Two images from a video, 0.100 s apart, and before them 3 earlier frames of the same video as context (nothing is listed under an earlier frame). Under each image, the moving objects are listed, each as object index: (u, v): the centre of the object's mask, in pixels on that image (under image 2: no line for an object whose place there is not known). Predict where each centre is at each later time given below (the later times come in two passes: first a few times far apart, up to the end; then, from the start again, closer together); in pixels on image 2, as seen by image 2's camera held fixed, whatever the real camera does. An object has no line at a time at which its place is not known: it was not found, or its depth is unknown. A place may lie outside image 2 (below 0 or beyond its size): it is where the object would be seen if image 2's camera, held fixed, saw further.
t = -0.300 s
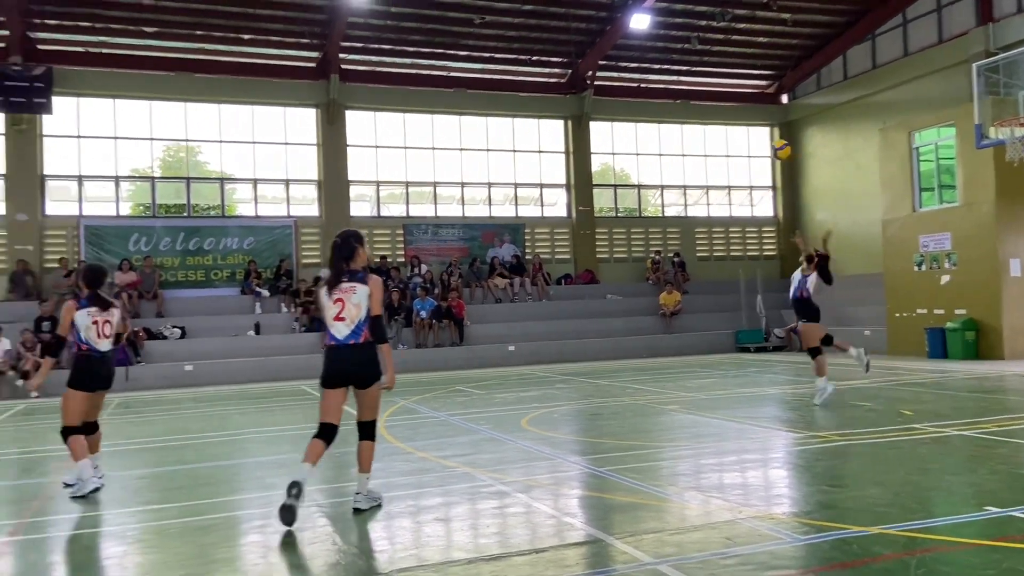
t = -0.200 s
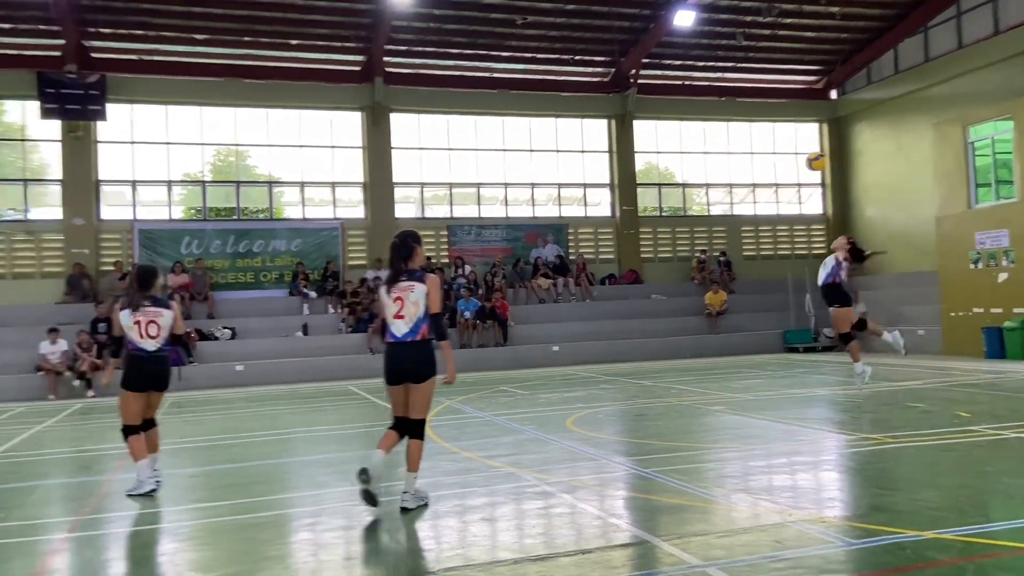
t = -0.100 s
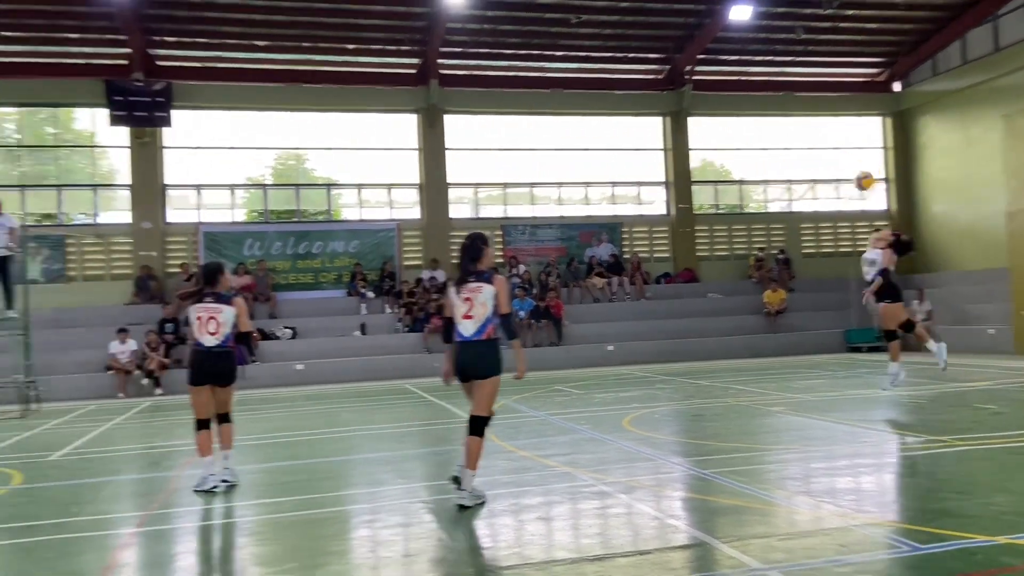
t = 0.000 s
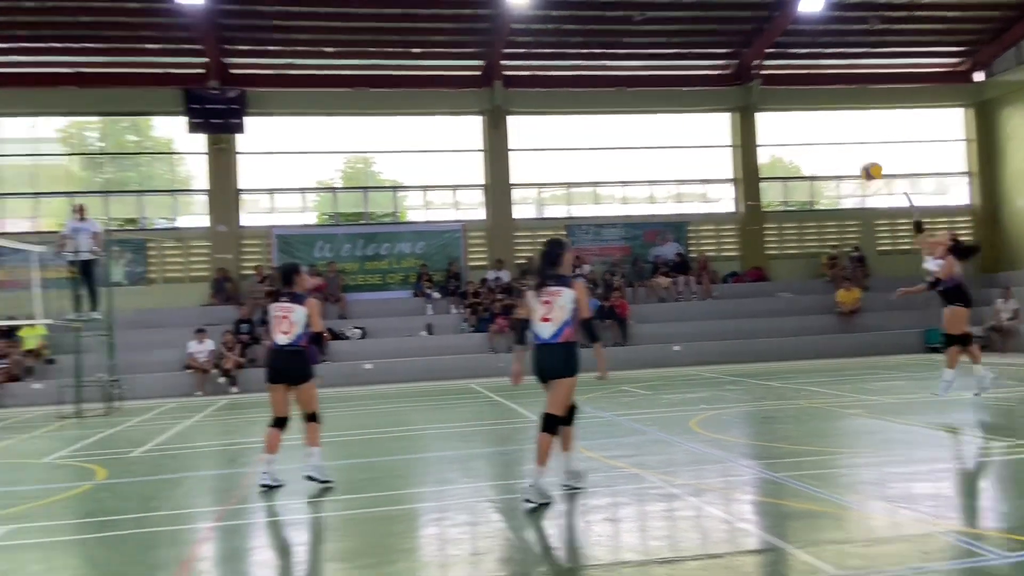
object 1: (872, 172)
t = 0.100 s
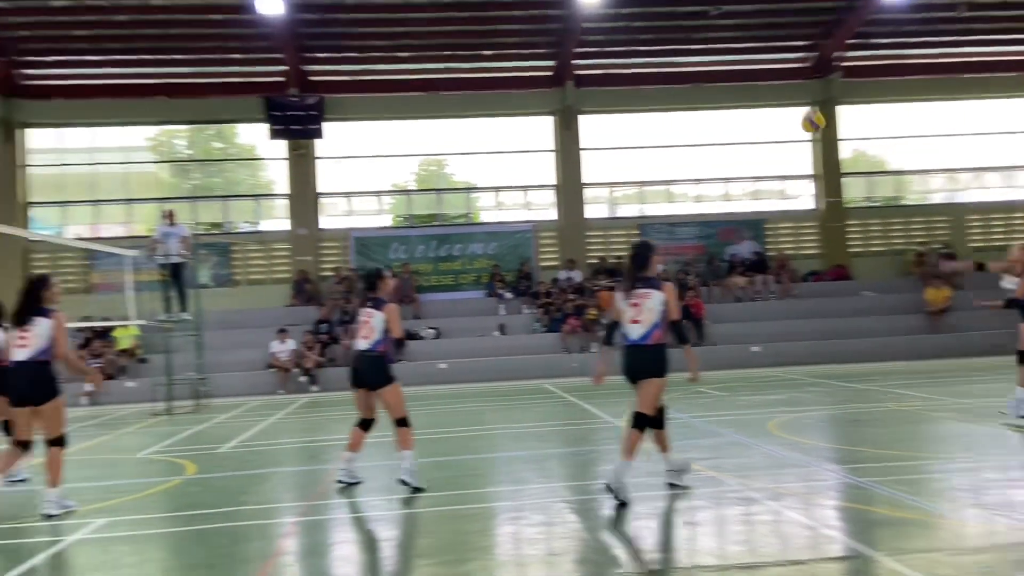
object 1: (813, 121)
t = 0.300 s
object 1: (536, 73)
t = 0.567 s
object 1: (188, 64)
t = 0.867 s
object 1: (-195, 119)
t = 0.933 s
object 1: (-280, 141)
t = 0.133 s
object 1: (764, 109)
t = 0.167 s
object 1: (718, 99)
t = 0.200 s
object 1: (671, 91)
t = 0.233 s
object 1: (626, 83)
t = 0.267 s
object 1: (580, 77)
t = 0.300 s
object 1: (536, 73)
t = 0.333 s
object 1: (493, 68)
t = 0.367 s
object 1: (448, 65)
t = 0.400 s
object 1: (404, 63)
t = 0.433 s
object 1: (361, 62)
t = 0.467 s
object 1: (316, 61)
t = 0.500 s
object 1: (273, 61)
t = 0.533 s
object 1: (231, 62)
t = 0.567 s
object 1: (188, 64)
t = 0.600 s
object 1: (146, 67)
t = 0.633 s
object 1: (103, 70)
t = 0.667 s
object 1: (61, 74)
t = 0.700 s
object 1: (18, 80)
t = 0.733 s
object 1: (-23, 85)
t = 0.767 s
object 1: (-66, 93)
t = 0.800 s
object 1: (-109, 100)
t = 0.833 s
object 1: (-152, 108)
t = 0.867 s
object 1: (-195, 119)
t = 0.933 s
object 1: (-280, 141)
